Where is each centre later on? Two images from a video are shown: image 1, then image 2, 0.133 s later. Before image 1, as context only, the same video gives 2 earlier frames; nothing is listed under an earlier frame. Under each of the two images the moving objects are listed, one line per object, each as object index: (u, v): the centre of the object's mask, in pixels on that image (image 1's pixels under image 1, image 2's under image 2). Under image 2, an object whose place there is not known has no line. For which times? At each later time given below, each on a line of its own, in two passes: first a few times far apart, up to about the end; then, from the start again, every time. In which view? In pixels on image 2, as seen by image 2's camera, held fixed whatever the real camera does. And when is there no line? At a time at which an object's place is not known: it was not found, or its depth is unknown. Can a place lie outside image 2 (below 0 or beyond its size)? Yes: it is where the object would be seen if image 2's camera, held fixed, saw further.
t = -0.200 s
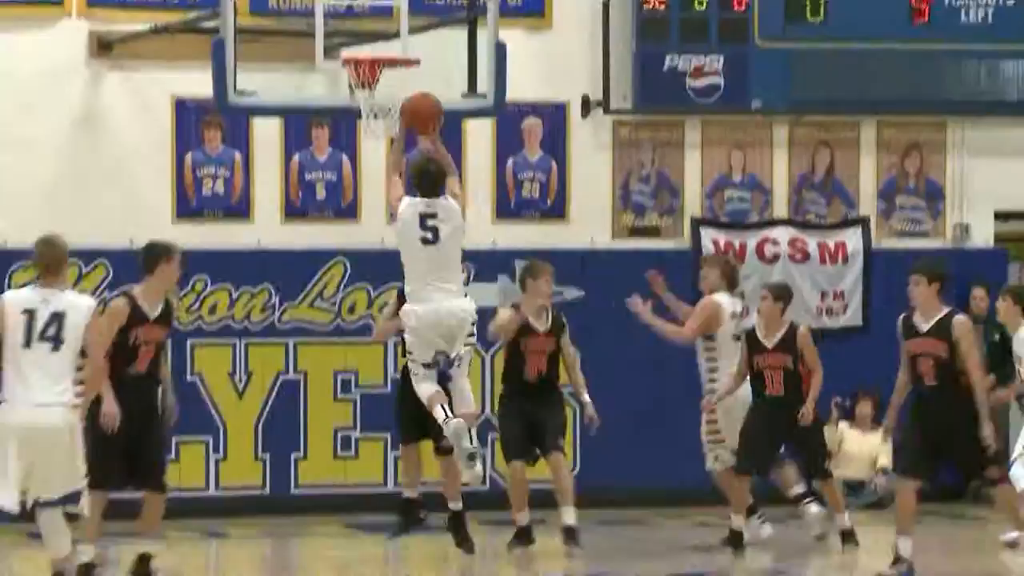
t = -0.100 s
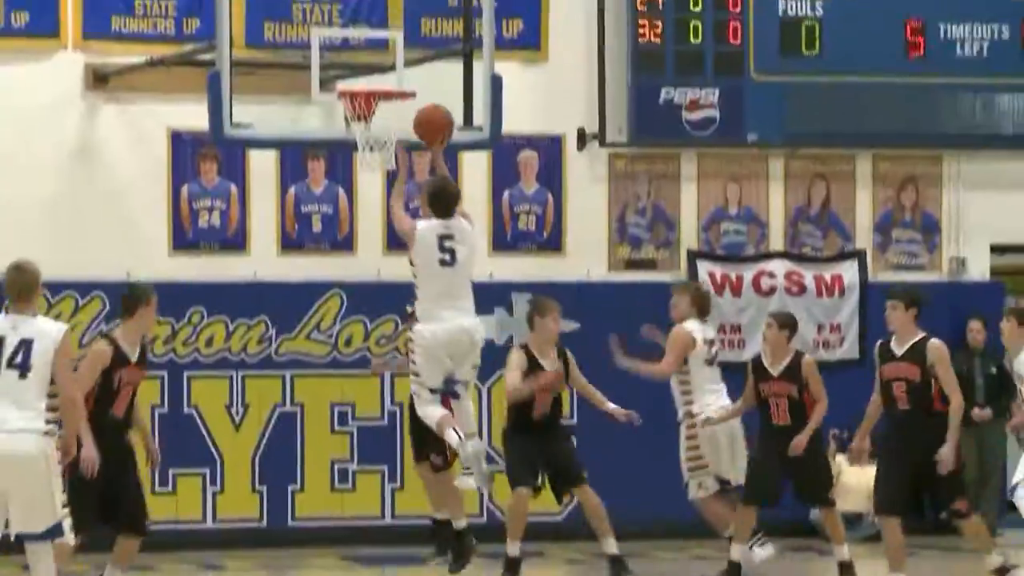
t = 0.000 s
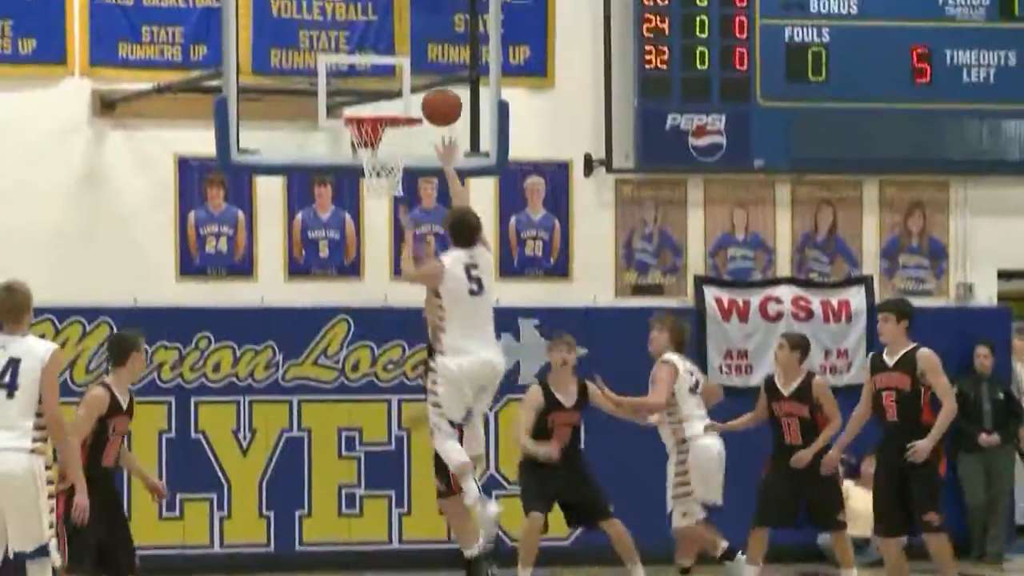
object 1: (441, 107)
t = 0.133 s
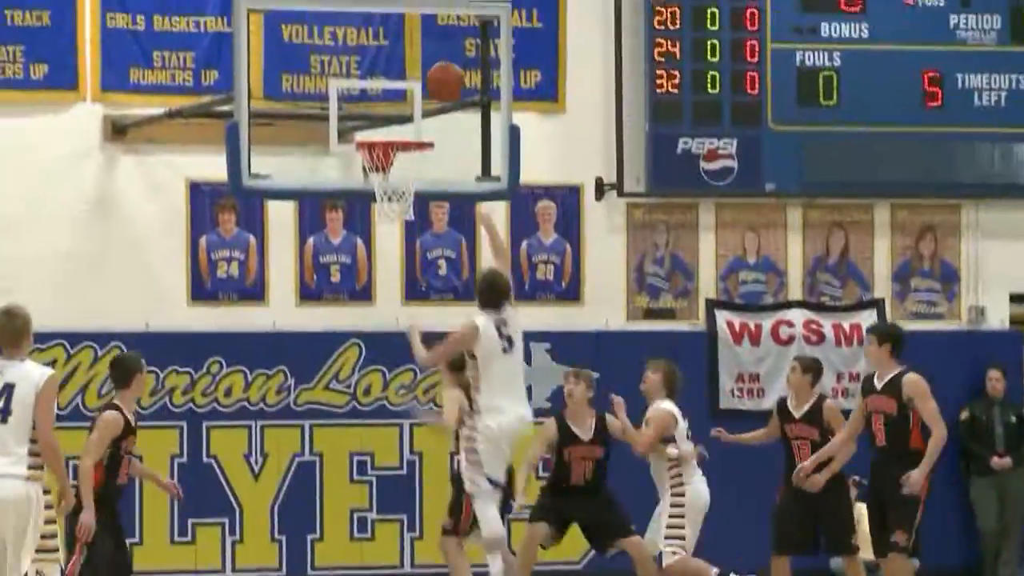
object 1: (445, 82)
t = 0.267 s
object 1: (436, 62)
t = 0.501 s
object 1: (423, 97)
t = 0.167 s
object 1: (443, 74)
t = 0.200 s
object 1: (441, 68)
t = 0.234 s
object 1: (439, 64)
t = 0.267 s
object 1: (436, 62)
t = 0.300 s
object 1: (435, 62)
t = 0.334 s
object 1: (433, 63)
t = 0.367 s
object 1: (432, 65)
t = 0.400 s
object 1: (430, 70)
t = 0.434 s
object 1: (427, 76)
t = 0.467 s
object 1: (425, 86)
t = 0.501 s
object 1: (423, 97)
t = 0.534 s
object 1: (422, 109)
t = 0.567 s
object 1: (421, 123)
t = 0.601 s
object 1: (423, 134)
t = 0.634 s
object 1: (434, 136)
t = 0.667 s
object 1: (446, 139)
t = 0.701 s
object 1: (457, 144)
